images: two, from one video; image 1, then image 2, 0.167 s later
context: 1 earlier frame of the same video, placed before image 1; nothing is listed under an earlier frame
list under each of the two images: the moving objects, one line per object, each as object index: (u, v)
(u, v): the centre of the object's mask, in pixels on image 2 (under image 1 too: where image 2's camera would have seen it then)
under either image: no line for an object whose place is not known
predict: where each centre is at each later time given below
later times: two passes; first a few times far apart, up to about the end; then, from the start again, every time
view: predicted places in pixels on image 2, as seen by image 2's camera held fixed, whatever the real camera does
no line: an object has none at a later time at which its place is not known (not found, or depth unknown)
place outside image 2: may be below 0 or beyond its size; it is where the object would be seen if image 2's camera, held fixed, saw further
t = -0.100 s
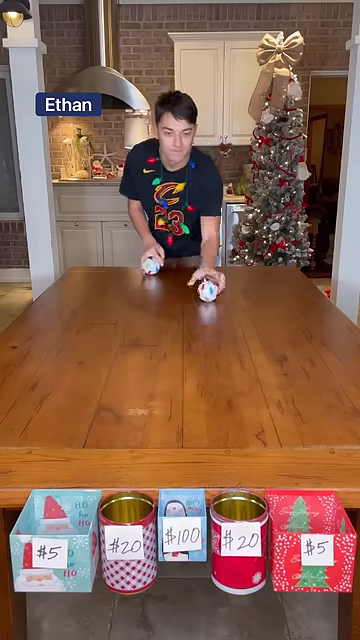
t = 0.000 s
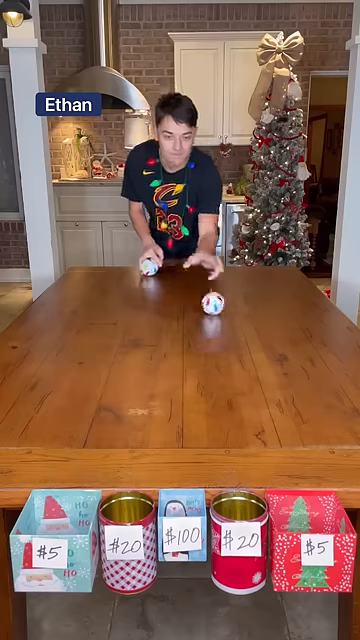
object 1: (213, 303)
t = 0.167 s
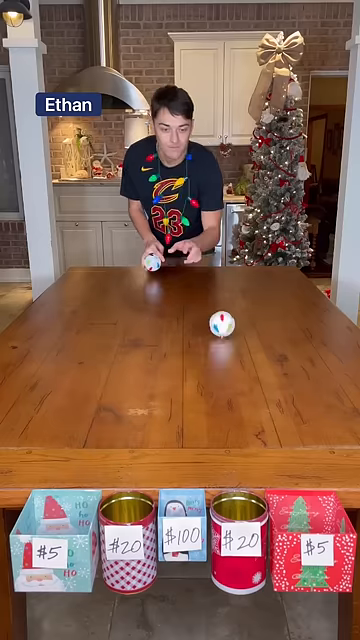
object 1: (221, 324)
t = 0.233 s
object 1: (225, 327)
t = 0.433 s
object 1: (239, 358)
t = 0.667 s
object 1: (267, 385)
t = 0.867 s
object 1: (301, 407)
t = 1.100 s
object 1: (344, 440)
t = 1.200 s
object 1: (354, 454)
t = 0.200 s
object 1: (223, 325)
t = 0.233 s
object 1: (225, 327)
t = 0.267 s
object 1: (227, 334)
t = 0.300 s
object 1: (229, 341)
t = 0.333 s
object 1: (231, 344)
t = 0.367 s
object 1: (233, 349)
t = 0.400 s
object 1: (236, 353)
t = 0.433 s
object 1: (239, 358)
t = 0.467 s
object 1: (242, 363)
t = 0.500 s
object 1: (245, 367)
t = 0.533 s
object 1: (250, 370)
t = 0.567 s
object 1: (254, 374)
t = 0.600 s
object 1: (258, 378)
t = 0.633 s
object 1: (262, 382)
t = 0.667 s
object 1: (267, 385)
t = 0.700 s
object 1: (272, 388)
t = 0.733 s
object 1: (277, 392)
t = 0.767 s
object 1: (283, 396)
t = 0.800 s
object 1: (288, 399)
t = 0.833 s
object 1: (294, 403)
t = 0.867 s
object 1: (301, 407)
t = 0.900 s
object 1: (307, 412)
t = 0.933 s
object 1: (314, 416)
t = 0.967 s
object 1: (321, 421)
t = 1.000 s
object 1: (328, 425)
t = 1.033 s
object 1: (335, 430)
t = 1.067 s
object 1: (341, 436)
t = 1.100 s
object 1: (344, 440)
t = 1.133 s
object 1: (347, 445)
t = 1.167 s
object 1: (350, 449)
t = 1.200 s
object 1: (354, 454)
